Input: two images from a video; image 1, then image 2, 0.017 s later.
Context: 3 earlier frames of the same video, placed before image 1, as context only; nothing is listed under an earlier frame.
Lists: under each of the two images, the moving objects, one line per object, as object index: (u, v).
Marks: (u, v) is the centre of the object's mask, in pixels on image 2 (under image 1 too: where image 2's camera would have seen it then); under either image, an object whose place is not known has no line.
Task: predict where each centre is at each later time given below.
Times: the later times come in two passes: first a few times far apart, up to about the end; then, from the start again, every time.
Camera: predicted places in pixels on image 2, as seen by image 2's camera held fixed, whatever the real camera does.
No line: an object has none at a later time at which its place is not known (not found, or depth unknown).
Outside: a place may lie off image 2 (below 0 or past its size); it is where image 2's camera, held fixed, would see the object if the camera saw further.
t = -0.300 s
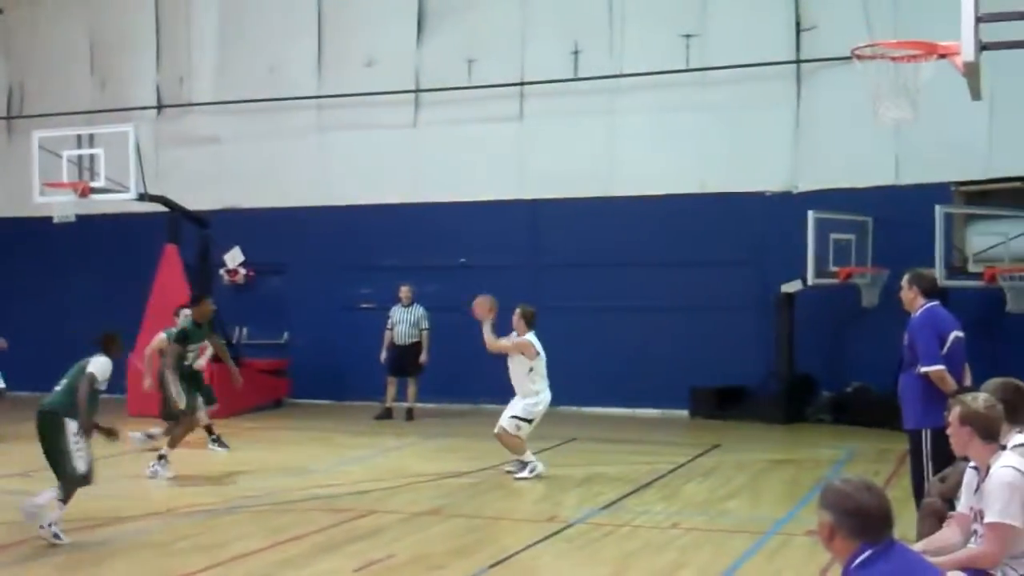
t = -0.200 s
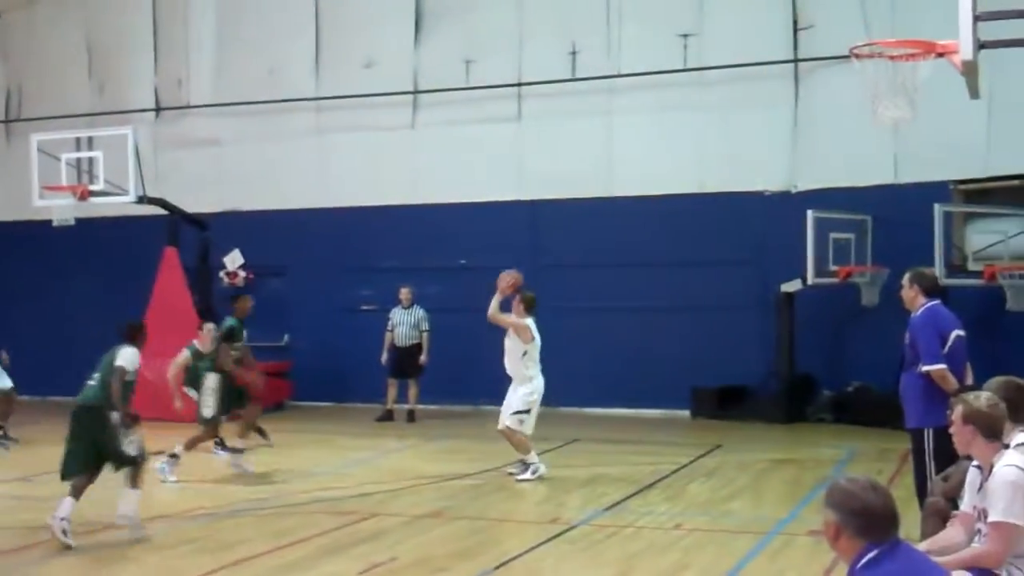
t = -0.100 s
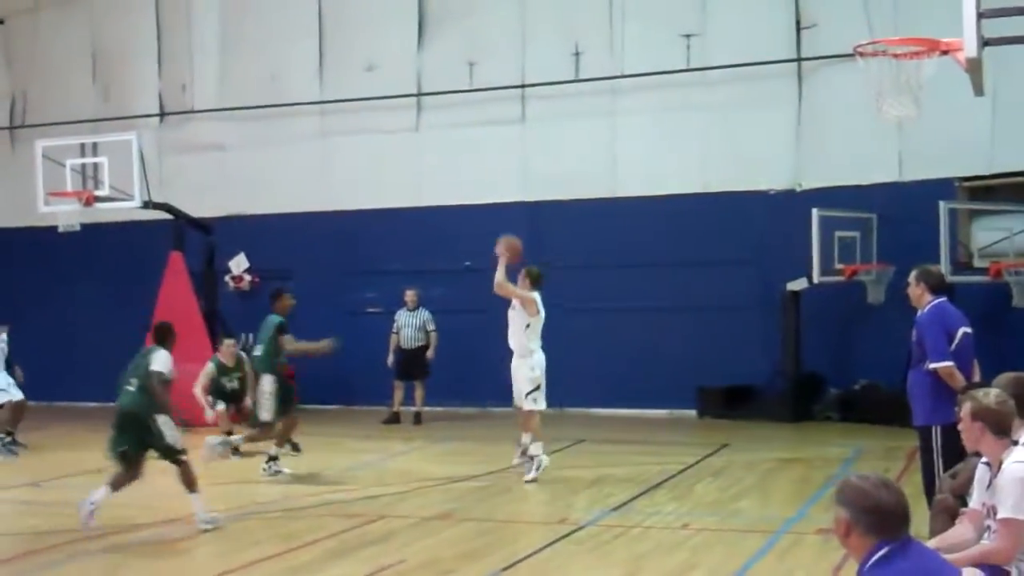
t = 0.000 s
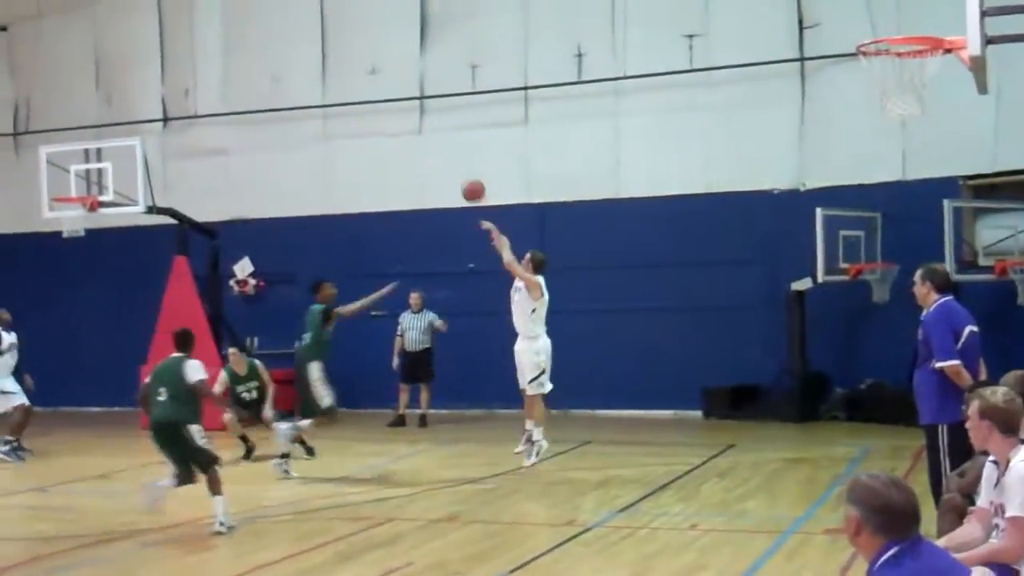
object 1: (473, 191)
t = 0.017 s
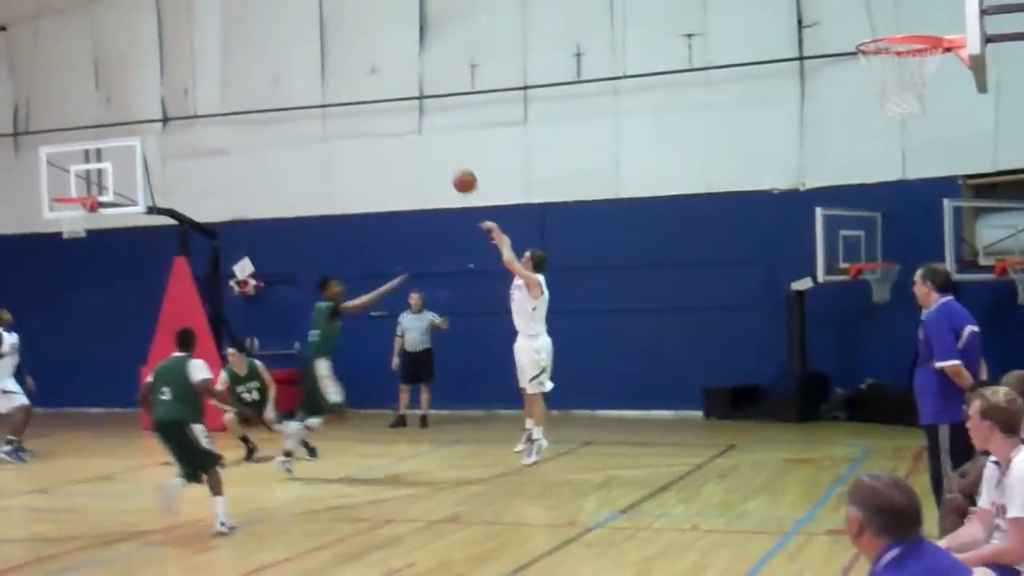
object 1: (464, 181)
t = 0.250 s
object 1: (358, 86)
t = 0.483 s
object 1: (263, 49)
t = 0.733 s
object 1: (173, 64)
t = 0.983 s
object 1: (94, 128)
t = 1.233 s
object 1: (69, 182)
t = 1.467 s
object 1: (94, 160)
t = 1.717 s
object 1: (114, 181)
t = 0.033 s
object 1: (456, 172)
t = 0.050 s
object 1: (447, 164)
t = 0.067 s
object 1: (440, 156)
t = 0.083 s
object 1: (433, 148)
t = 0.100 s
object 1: (425, 140)
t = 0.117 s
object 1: (416, 133)
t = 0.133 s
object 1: (409, 126)
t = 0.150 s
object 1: (401, 120)
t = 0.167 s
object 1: (394, 113)
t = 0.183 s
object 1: (386, 108)
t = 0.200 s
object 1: (379, 102)
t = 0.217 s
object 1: (372, 96)
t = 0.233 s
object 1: (365, 92)
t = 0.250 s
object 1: (358, 86)
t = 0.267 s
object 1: (351, 82)
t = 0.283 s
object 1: (343, 78)
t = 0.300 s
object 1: (337, 74)
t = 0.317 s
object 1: (329, 70)
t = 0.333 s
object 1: (323, 67)
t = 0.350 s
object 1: (317, 65)
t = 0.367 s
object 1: (308, 61)
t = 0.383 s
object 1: (302, 58)
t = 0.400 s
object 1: (296, 57)
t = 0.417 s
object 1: (289, 55)
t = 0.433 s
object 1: (283, 53)
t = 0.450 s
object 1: (276, 52)
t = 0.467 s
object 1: (269, 50)
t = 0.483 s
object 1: (263, 49)
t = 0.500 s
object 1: (257, 49)
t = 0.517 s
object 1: (251, 49)
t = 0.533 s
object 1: (244, 48)
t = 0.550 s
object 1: (238, 48)
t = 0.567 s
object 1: (231, 48)
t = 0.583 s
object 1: (226, 48)
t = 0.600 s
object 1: (220, 48)
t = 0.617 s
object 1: (213, 50)
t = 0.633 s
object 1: (207, 52)
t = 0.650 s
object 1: (201, 53)
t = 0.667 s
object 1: (196, 55)
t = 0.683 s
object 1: (190, 57)
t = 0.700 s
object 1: (185, 59)
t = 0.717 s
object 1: (179, 61)
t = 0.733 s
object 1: (173, 64)
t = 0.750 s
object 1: (165, 66)
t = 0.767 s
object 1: (161, 71)
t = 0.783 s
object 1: (157, 76)
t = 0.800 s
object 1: (152, 79)
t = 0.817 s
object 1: (146, 83)
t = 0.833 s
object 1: (140, 86)
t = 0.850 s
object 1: (133, 90)
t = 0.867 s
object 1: (128, 94)
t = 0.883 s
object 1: (125, 100)
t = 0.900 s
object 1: (120, 105)
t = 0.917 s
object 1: (115, 110)
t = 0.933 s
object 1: (110, 114)
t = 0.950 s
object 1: (104, 122)
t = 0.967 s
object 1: (98, 125)
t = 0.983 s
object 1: (94, 128)
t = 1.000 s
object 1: (89, 139)
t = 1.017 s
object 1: (86, 146)
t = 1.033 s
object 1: (78, 152)
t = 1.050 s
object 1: (75, 158)
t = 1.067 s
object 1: (72, 165)
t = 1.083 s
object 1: (67, 171)
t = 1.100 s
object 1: (61, 180)
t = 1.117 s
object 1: (58, 188)
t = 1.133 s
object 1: (56, 190)
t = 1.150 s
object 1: (56, 191)
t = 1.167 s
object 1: (57, 191)
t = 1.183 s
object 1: (58, 191)
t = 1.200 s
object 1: (61, 189)
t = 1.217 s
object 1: (65, 186)
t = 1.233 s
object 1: (69, 182)
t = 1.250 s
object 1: (72, 180)
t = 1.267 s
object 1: (77, 177)
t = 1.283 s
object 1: (81, 176)
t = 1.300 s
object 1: (83, 173)
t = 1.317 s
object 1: (84, 172)
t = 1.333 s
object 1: (86, 170)
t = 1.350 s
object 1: (88, 167)
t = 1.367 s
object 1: (88, 166)
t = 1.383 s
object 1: (89, 165)
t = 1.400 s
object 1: (91, 163)
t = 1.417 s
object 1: (92, 162)
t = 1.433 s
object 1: (92, 161)
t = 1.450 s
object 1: (94, 160)
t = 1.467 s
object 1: (94, 160)
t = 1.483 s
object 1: (96, 160)
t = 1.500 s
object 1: (98, 160)
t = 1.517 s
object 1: (99, 160)
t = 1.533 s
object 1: (99, 160)
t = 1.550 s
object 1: (101, 161)
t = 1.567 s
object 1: (102, 162)
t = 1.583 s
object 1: (102, 163)
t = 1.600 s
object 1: (104, 164)
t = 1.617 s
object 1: (105, 166)
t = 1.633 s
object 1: (106, 167)
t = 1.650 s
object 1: (107, 169)
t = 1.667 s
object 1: (109, 172)
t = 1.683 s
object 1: (110, 174)
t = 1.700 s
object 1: (112, 177)
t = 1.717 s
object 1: (114, 181)
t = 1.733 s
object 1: (114, 184)
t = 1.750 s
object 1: (115, 188)
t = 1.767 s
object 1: (117, 193)
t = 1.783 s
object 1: (118, 197)
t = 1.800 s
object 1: (120, 200)
